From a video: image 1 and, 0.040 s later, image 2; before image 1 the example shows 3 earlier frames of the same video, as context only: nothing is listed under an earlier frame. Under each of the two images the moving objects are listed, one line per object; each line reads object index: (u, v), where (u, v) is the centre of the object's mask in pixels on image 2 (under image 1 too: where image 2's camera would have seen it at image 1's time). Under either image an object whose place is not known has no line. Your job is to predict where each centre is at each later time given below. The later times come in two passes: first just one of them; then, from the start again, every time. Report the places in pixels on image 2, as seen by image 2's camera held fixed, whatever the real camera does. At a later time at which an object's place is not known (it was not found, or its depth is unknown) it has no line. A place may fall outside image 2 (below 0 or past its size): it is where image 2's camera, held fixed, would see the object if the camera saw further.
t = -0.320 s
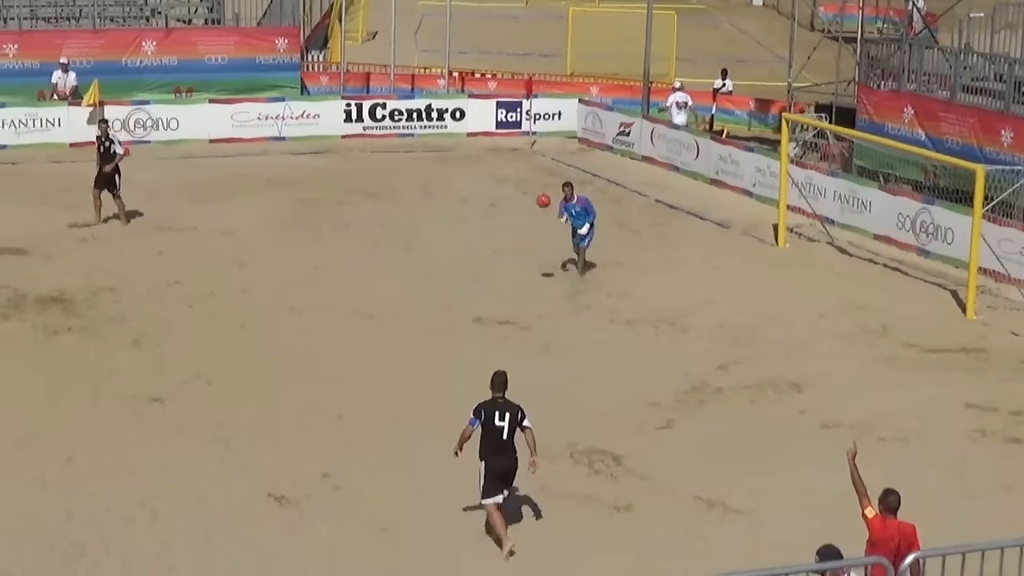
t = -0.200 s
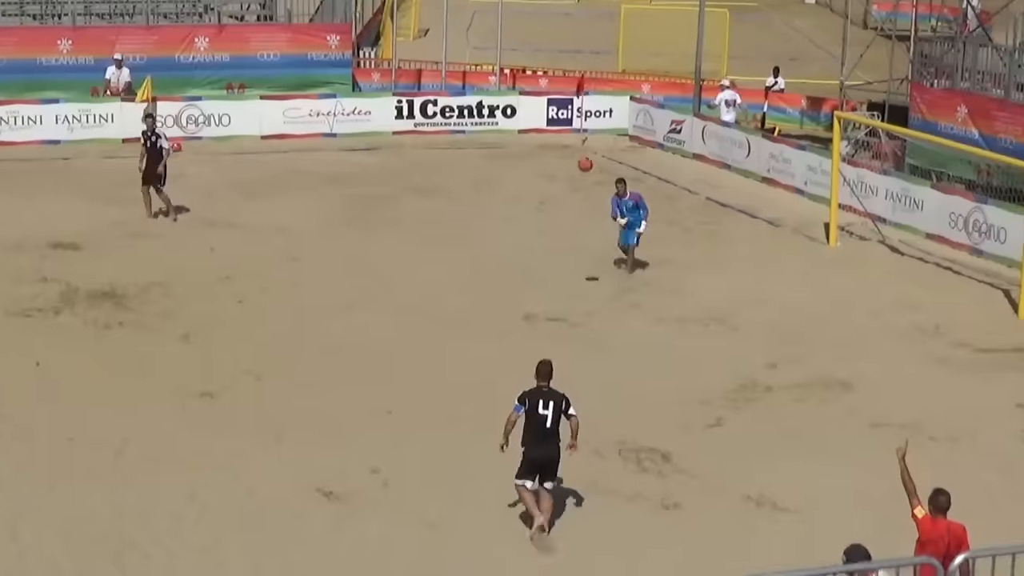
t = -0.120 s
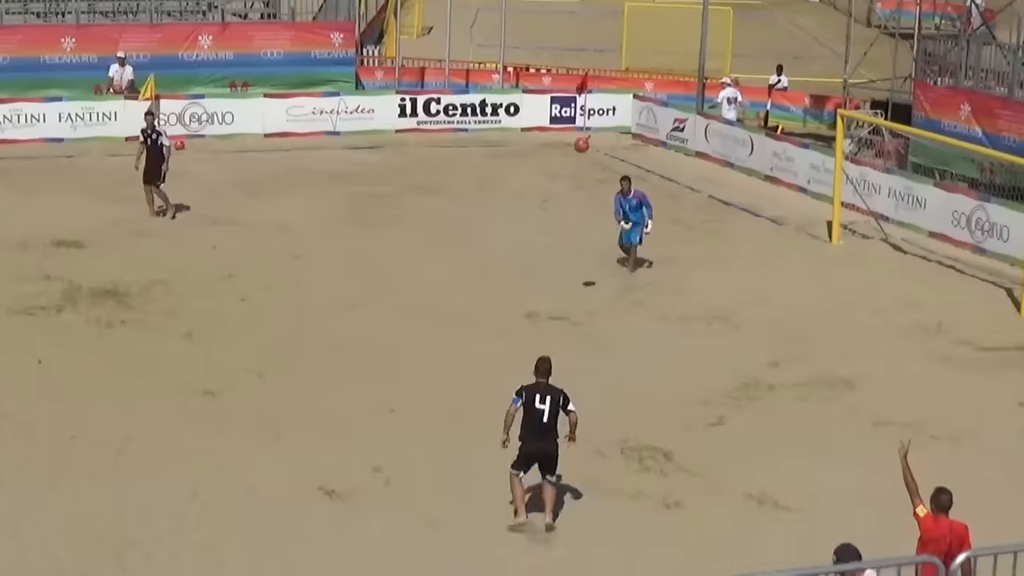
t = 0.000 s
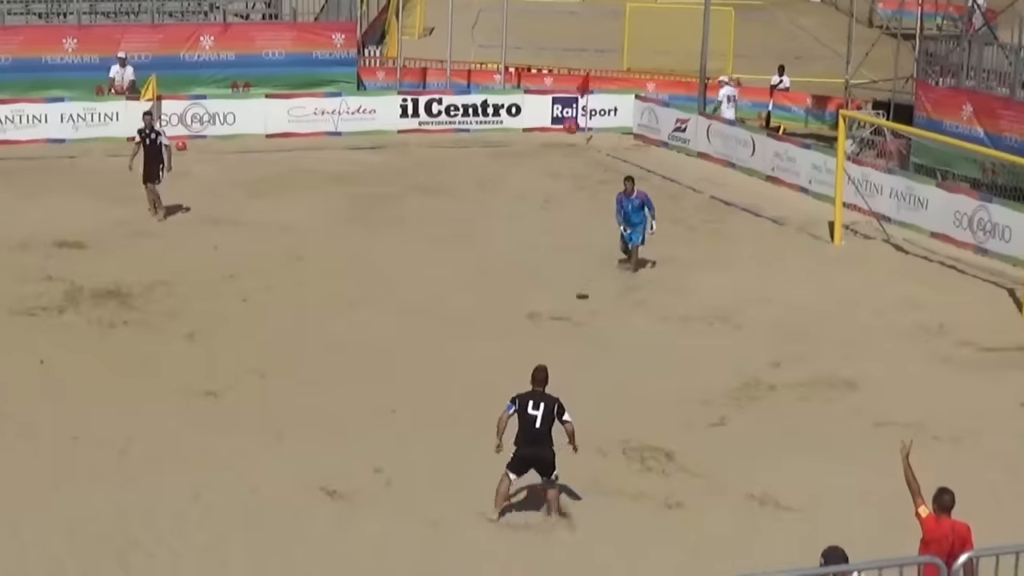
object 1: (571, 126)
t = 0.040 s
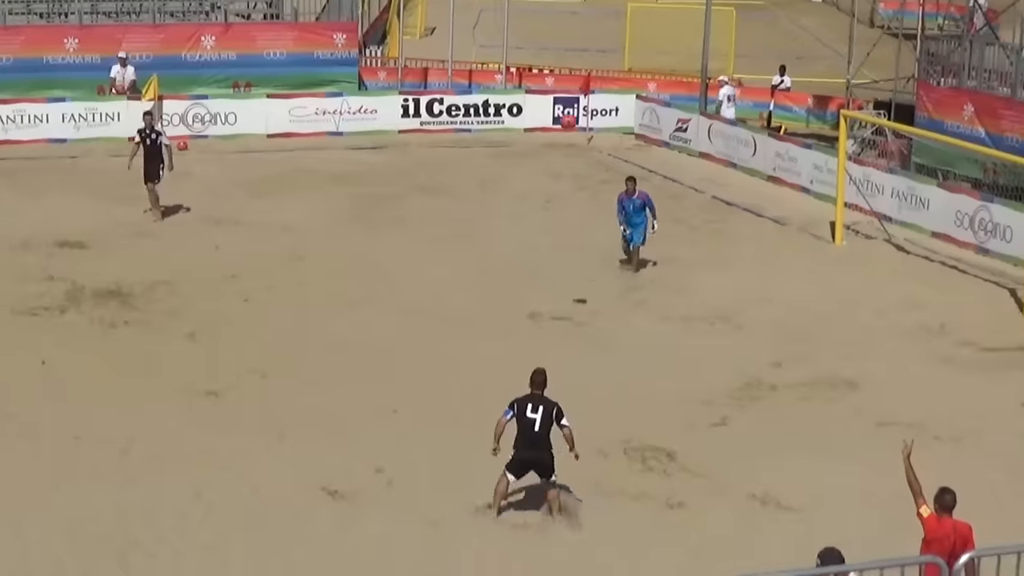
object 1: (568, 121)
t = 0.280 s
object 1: (541, 123)
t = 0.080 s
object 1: (564, 119)
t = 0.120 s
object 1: (559, 117)
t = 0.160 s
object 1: (555, 116)
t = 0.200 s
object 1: (550, 117)
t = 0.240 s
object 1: (545, 120)
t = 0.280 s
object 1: (541, 123)
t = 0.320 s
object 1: (536, 129)
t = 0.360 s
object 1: (530, 136)
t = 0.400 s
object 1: (523, 145)
